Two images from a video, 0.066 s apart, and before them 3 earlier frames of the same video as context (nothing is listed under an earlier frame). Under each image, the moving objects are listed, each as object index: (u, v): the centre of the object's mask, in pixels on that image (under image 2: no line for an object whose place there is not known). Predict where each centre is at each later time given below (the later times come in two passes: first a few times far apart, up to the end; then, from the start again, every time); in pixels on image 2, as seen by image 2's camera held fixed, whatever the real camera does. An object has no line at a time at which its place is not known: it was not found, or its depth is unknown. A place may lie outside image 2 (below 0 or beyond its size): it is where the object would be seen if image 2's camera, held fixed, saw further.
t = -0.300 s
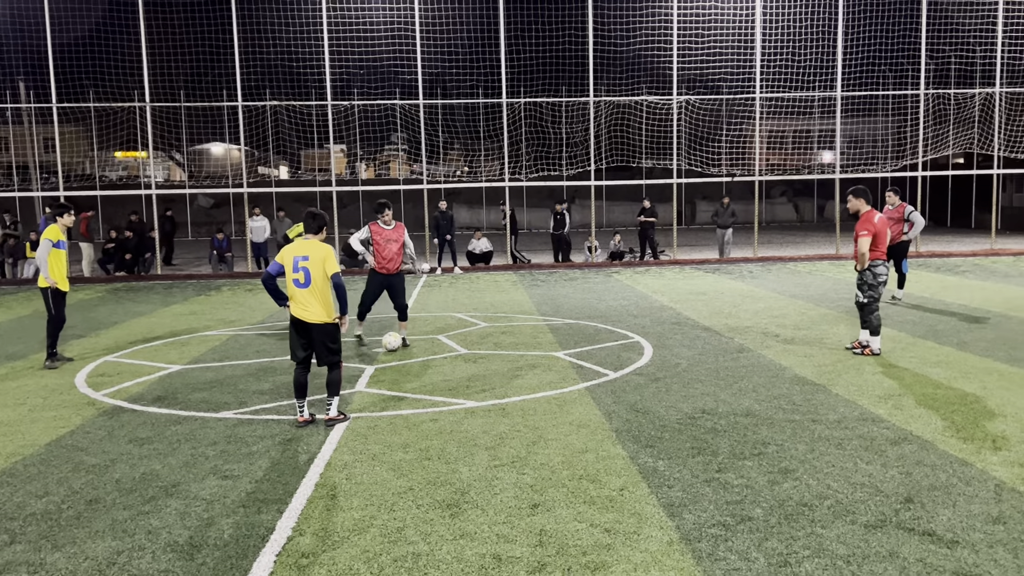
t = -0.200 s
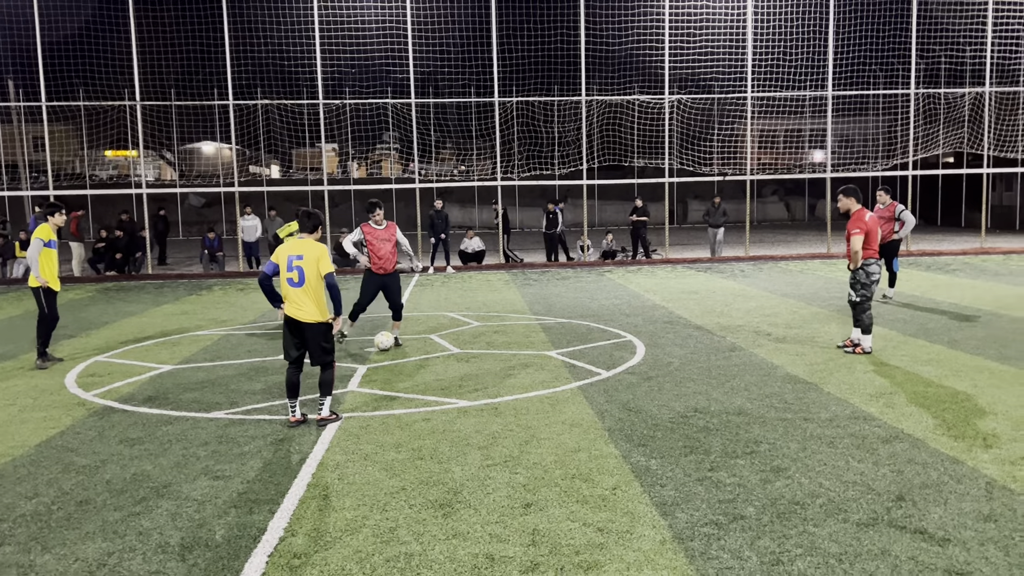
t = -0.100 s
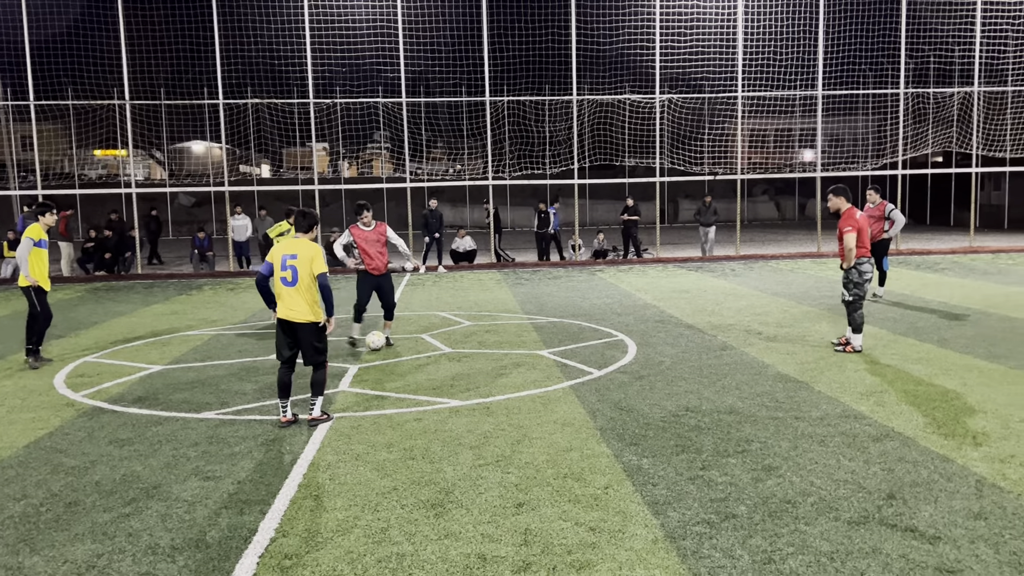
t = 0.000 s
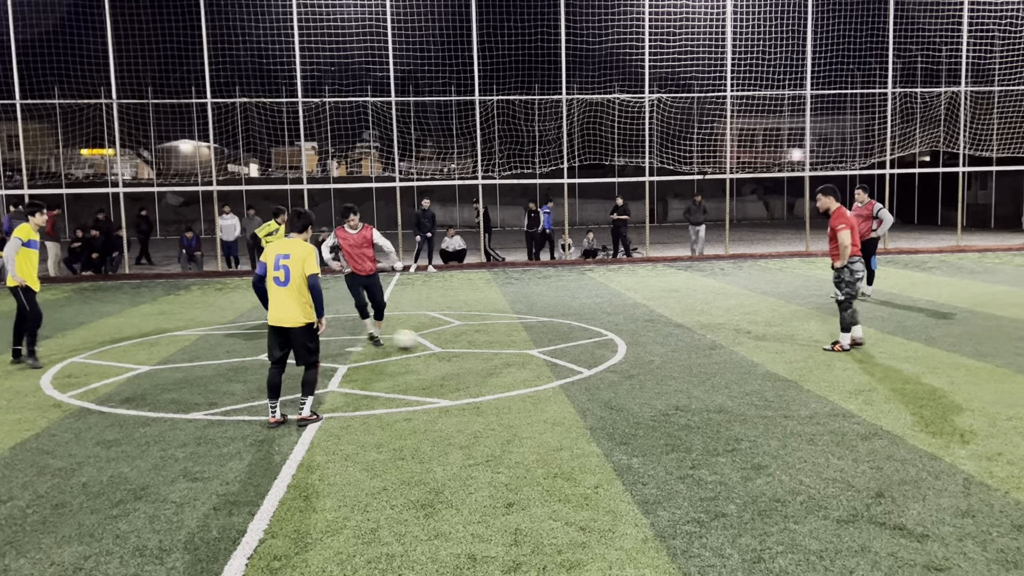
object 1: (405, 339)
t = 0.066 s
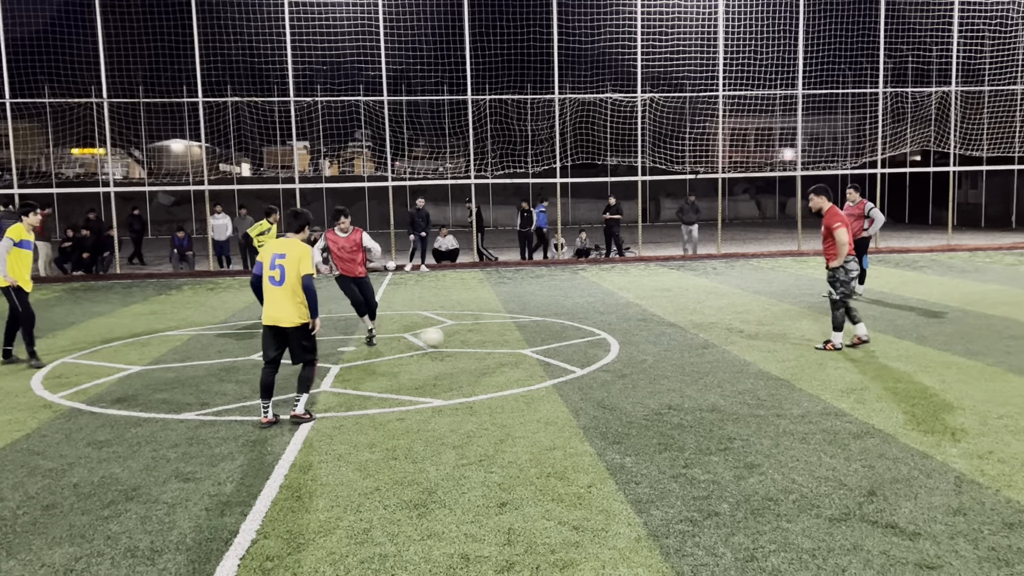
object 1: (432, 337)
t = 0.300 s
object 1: (526, 336)
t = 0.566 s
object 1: (614, 335)
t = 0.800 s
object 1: (686, 332)
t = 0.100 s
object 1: (446, 337)
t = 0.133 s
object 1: (460, 337)
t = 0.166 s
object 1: (477, 338)
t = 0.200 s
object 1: (490, 337)
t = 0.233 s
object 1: (501, 336)
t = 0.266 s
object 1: (516, 337)
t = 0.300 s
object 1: (526, 336)
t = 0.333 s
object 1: (537, 335)
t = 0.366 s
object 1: (550, 336)
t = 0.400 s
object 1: (560, 336)
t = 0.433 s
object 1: (570, 335)
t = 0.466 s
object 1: (582, 335)
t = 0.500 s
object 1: (591, 335)
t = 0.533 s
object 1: (602, 335)
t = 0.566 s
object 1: (614, 335)
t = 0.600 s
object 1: (624, 335)
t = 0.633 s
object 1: (634, 334)
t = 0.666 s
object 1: (645, 334)
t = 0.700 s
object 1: (654, 333)
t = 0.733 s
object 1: (665, 333)
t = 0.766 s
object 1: (677, 332)
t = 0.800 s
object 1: (686, 332)
